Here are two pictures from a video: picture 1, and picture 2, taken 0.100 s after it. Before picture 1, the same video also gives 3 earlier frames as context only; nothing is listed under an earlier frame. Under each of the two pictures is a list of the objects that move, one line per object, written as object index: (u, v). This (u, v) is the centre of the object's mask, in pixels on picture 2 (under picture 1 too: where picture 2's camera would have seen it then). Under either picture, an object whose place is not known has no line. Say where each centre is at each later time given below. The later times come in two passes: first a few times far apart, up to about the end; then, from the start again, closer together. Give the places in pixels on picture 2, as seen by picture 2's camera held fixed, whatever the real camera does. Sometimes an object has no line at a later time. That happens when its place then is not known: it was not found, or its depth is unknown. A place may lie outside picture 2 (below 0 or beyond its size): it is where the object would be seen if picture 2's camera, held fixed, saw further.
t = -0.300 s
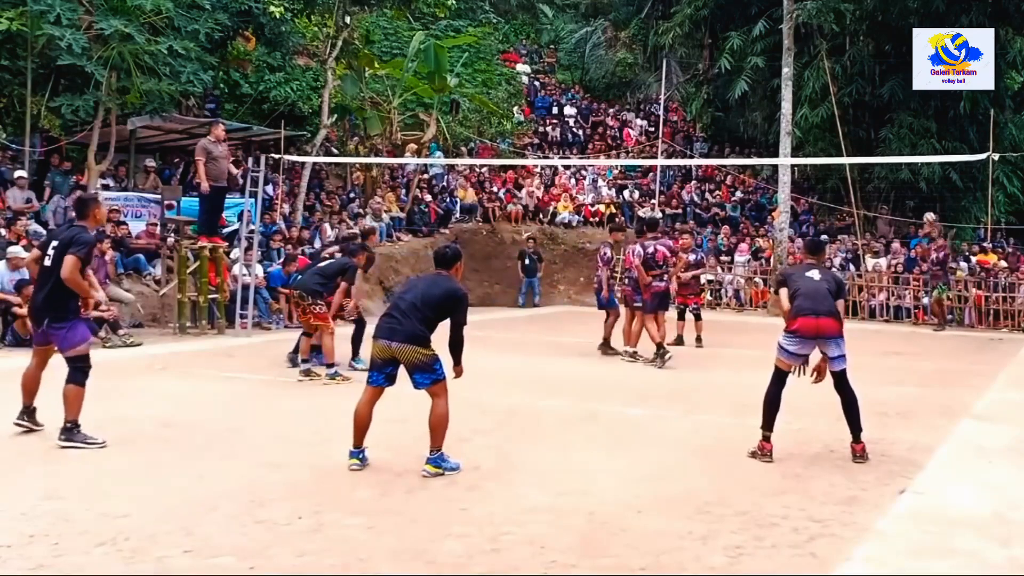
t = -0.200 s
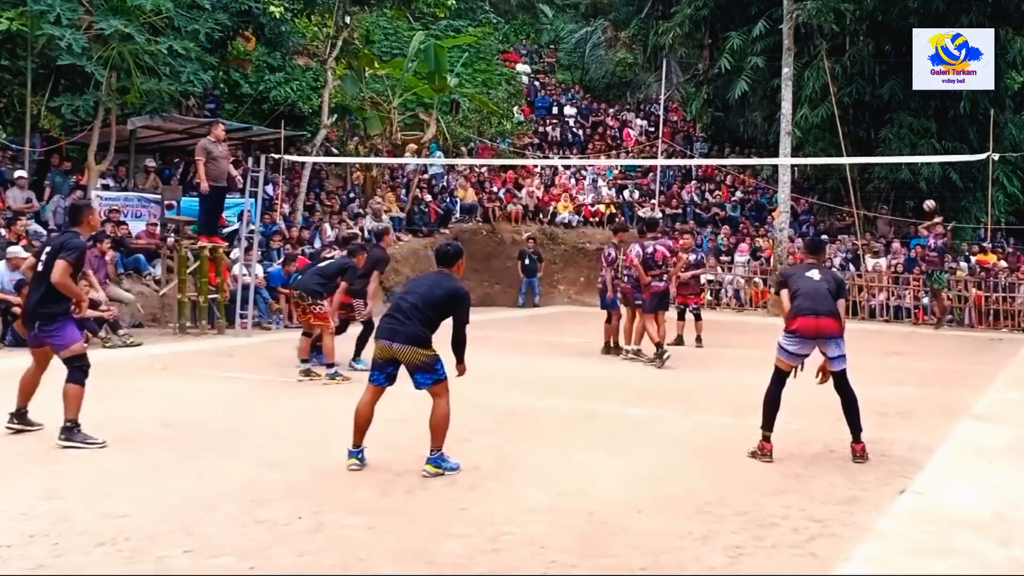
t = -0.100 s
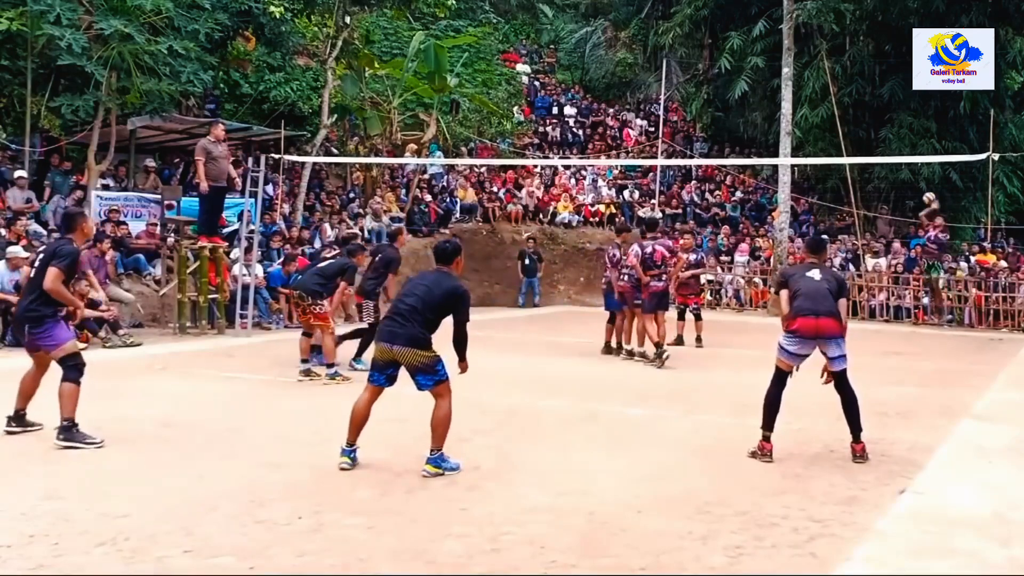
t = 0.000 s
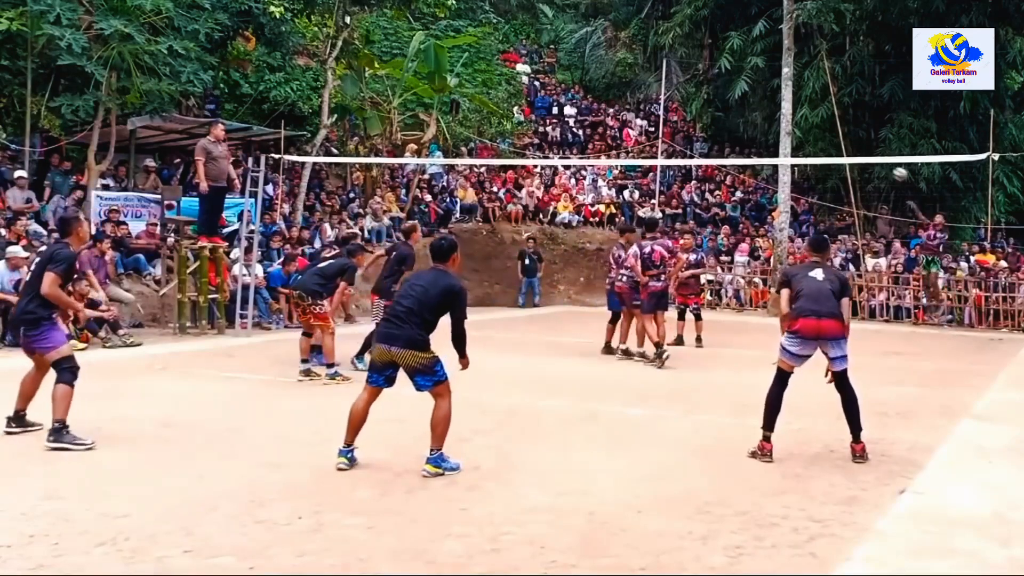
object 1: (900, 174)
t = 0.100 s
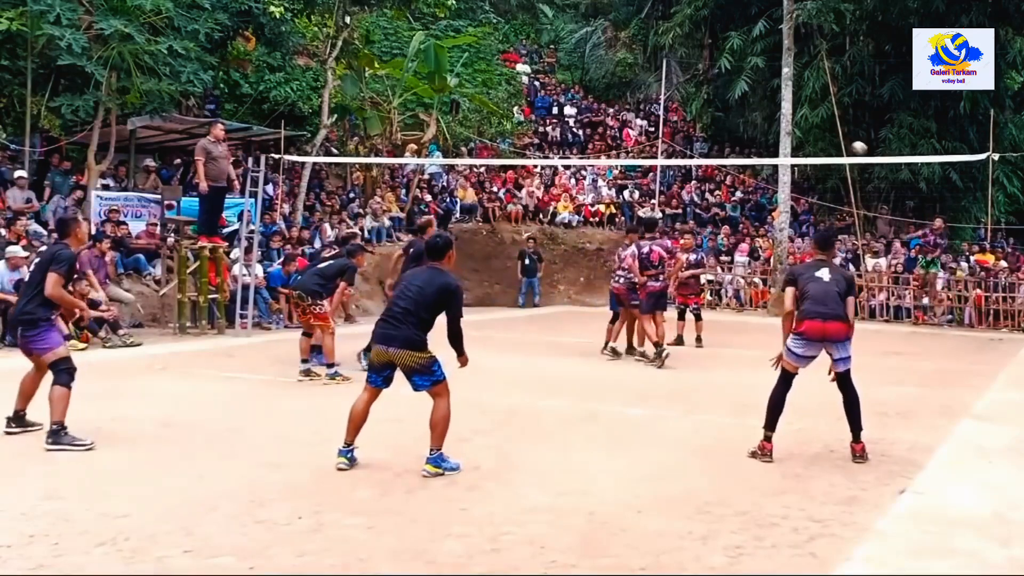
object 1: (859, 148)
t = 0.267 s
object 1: (784, 116)
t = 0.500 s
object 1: (657, 89)
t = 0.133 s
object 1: (845, 140)
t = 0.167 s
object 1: (830, 133)
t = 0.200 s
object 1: (815, 127)
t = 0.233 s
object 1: (800, 121)
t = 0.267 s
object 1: (784, 116)
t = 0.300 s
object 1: (768, 110)
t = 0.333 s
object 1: (751, 104)
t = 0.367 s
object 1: (734, 101)
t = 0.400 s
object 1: (716, 97)
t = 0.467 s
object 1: (678, 90)
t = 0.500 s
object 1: (657, 89)
